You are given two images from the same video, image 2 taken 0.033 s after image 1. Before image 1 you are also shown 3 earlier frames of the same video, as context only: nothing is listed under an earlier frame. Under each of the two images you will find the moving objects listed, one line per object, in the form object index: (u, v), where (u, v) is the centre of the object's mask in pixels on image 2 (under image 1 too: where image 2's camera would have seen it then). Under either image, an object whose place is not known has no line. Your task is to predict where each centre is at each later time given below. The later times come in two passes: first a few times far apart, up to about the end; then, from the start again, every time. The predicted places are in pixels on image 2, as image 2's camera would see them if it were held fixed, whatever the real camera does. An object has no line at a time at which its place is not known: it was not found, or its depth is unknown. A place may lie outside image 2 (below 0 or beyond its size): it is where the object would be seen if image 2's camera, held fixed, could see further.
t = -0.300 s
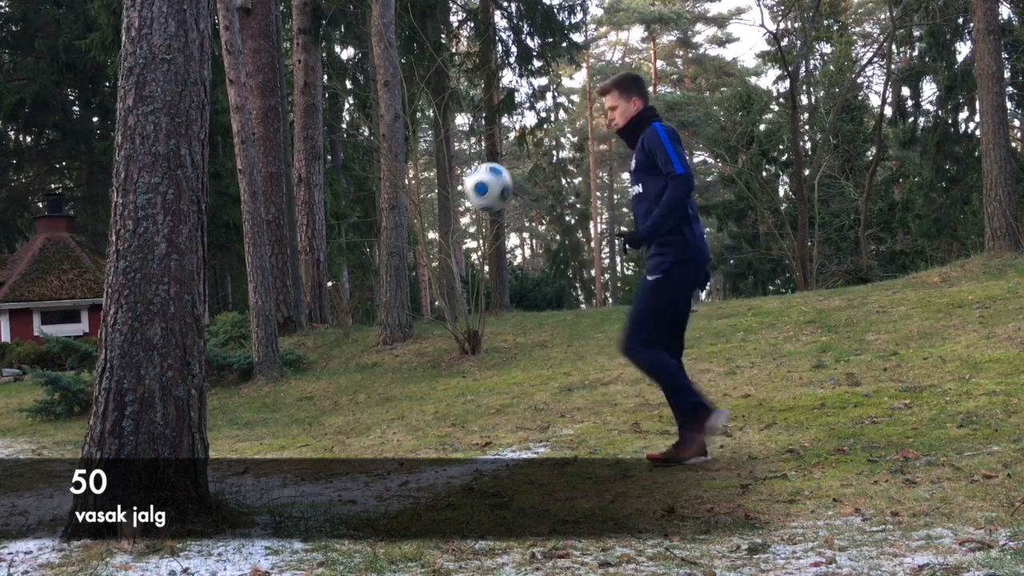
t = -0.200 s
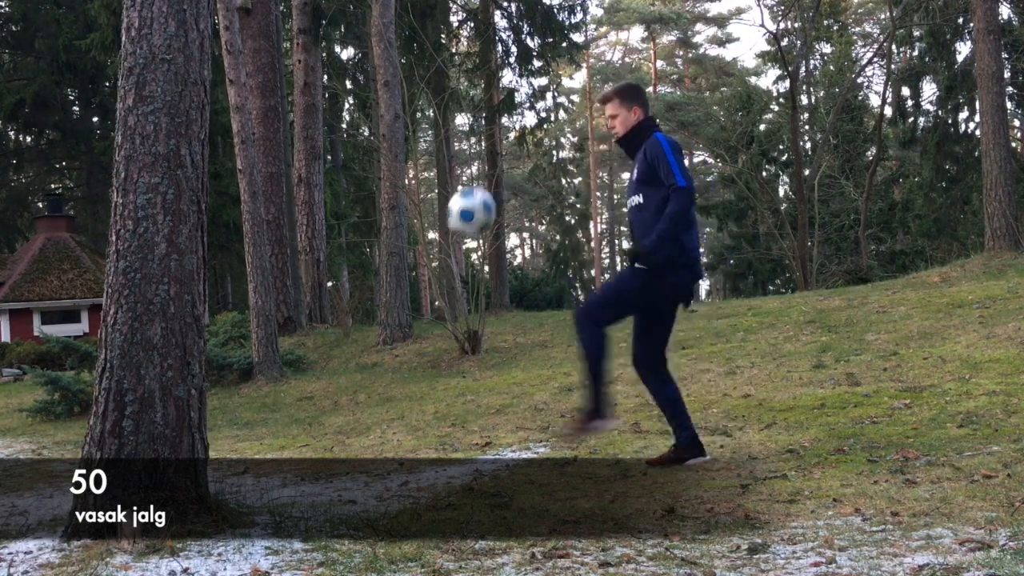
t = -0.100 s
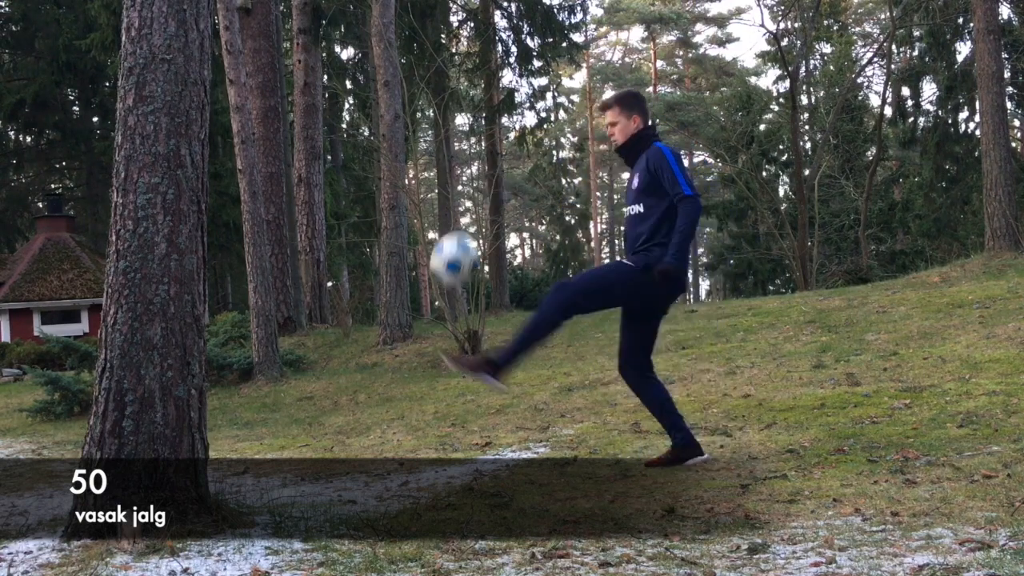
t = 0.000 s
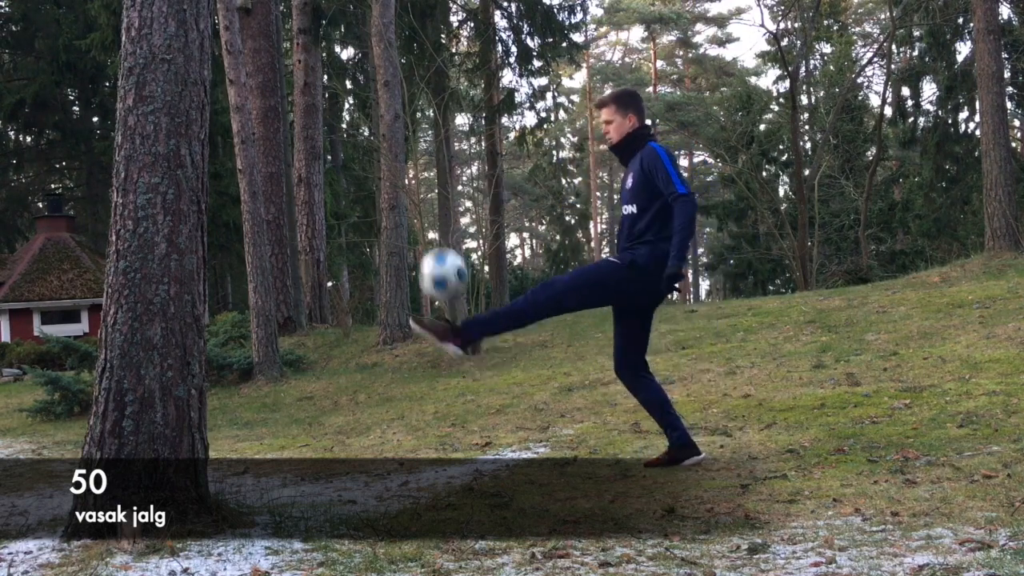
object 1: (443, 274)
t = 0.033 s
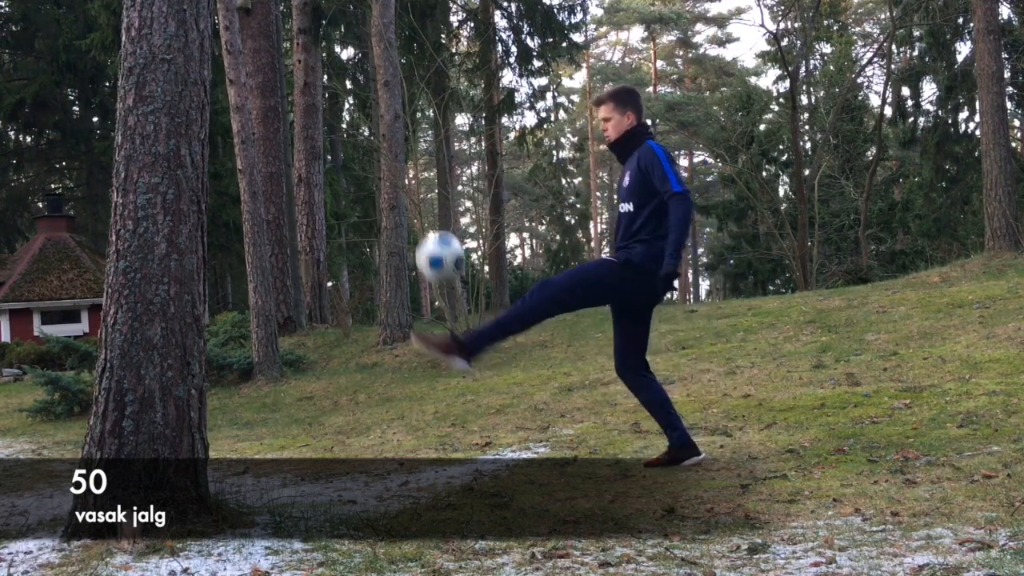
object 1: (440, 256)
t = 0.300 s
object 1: (424, 201)
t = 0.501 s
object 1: (419, 259)
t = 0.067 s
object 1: (437, 242)
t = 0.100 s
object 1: (434, 230)
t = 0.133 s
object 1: (432, 219)
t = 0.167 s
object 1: (430, 210)
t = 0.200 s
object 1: (428, 204)
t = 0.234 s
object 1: (427, 202)
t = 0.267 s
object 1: (425, 200)
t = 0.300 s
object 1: (424, 201)
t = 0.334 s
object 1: (422, 204)
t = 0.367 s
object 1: (421, 210)
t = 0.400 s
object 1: (421, 219)
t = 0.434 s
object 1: (420, 229)
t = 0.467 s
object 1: (420, 243)
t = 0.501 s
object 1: (419, 259)
